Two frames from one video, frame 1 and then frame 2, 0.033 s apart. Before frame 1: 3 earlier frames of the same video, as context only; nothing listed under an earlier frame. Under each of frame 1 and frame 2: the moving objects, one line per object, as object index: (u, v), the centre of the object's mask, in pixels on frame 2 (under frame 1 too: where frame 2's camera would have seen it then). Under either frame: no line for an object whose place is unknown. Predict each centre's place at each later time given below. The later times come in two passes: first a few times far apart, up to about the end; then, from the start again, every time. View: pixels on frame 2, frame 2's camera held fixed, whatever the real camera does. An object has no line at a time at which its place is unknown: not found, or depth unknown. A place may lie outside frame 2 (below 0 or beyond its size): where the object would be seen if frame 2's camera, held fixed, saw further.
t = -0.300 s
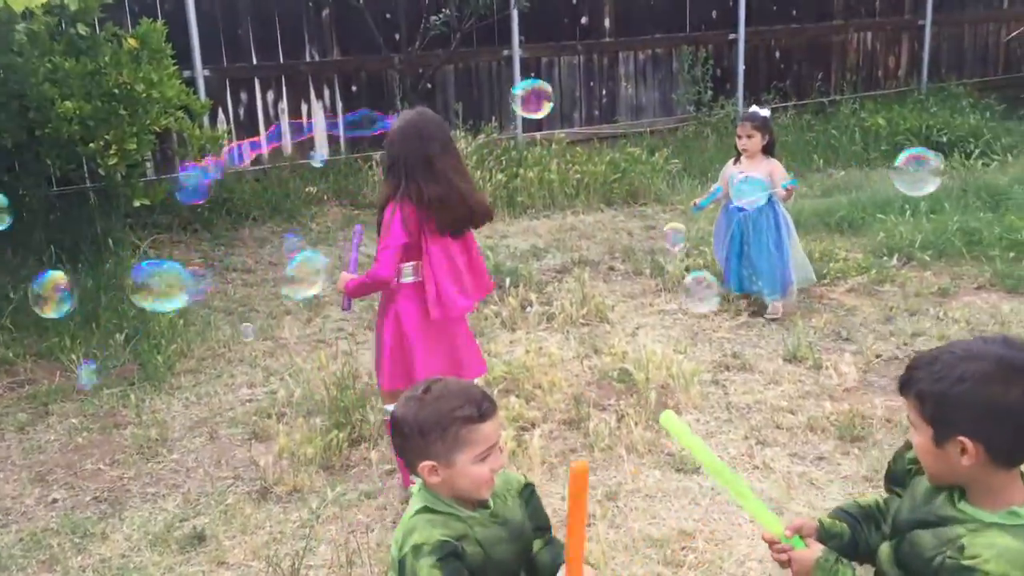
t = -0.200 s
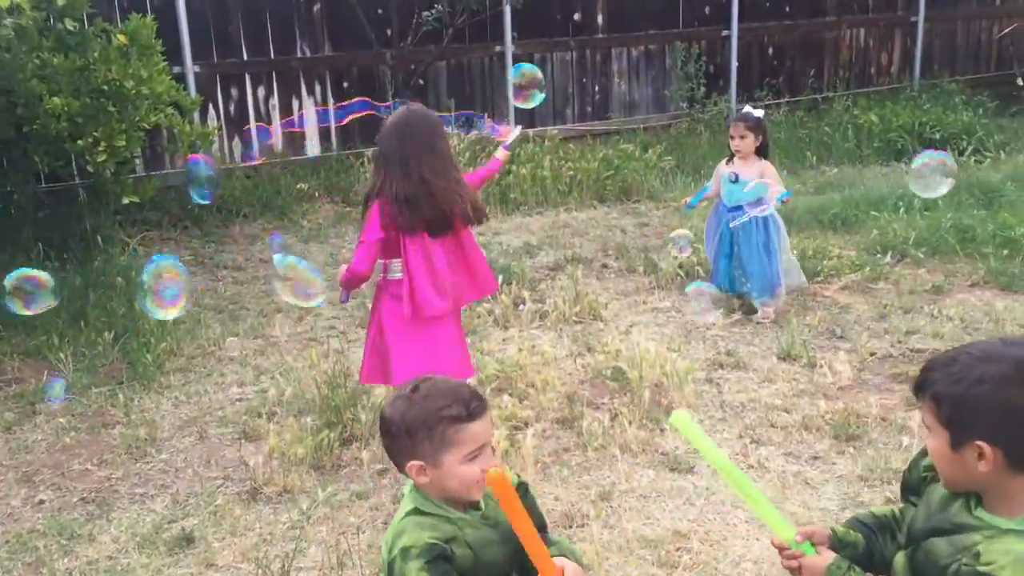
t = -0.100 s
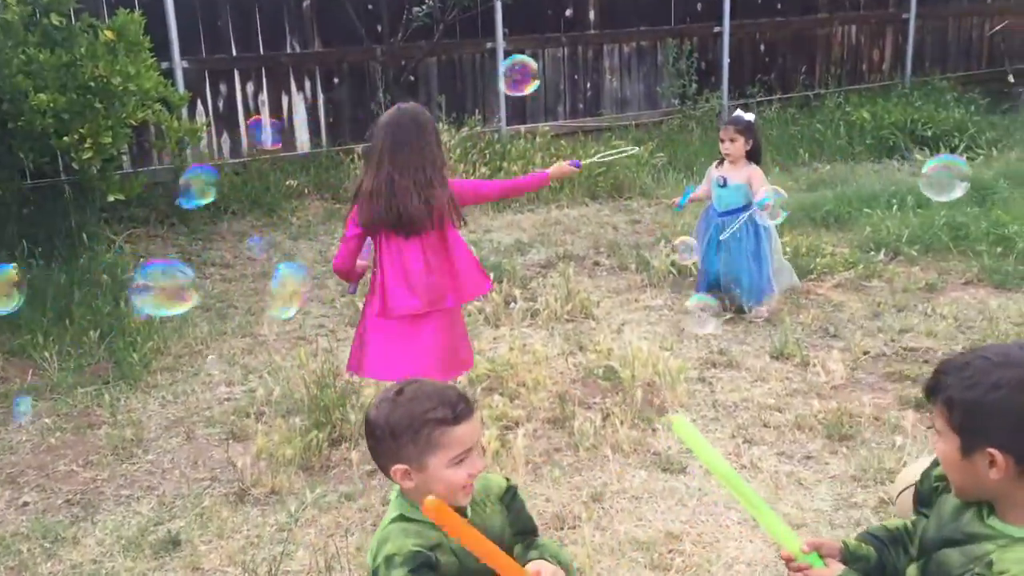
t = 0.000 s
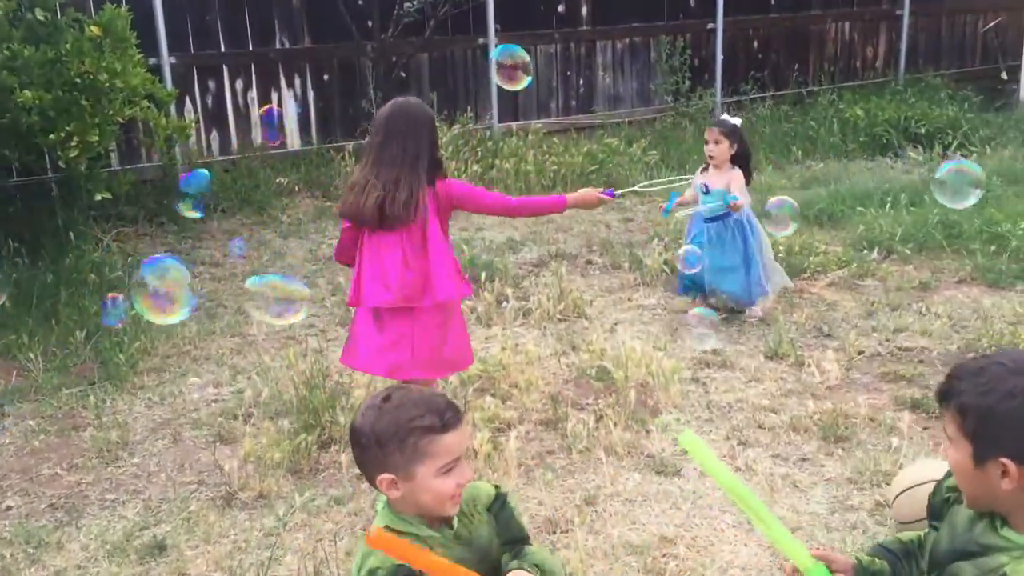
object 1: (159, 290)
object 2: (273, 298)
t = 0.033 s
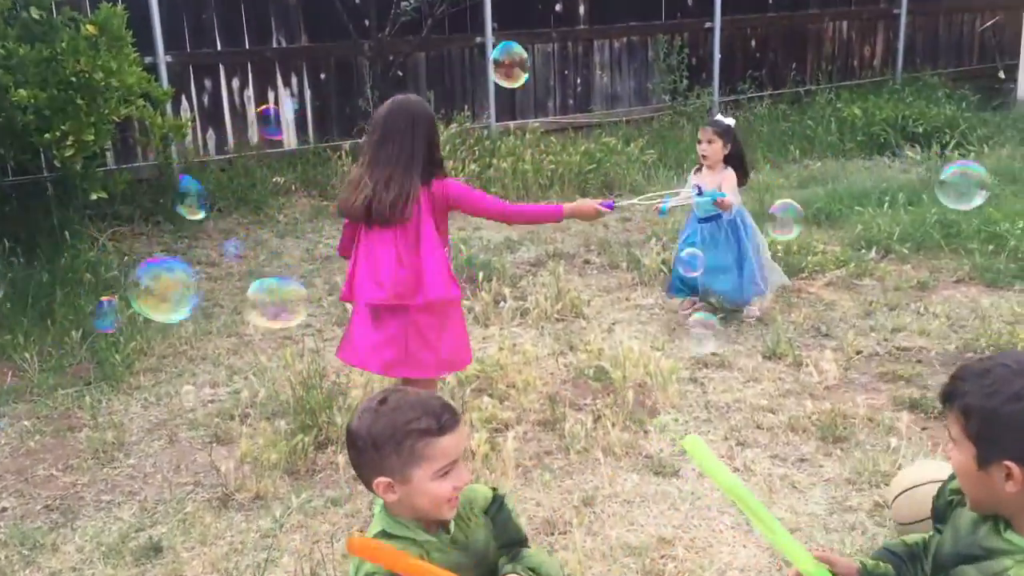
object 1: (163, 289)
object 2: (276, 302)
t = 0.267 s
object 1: (203, 281)
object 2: (284, 321)
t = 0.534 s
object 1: (238, 248)
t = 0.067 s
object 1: (171, 289)
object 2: (277, 306)
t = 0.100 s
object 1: (174, 289)
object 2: (278, 310)
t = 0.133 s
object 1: (181, 288)
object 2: (278, 312)
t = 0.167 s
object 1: (188, 286)
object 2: (279, 314)
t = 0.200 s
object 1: (193, 284)
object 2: (279, 317)
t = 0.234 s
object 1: (197, 283)
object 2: (281, 319)
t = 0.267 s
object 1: (203, 281)
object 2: (284, 321)
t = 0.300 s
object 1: (208, 278)
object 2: (286, 322)
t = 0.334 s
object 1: (213, 275)
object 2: (287, 325)
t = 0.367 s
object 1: (216, 268)
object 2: (289, 326)
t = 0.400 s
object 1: (221, 265)
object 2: (292, 327)
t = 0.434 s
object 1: (227, 264)
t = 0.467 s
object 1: (228, 259)
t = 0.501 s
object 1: (232, 253)
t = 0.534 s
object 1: (238, 248)
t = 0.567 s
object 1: (241, 242)
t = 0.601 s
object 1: (247, 234)
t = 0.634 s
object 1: (248, 229)
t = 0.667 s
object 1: (250, 221)
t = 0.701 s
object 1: (252, 213)
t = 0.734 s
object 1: (252, 205)
